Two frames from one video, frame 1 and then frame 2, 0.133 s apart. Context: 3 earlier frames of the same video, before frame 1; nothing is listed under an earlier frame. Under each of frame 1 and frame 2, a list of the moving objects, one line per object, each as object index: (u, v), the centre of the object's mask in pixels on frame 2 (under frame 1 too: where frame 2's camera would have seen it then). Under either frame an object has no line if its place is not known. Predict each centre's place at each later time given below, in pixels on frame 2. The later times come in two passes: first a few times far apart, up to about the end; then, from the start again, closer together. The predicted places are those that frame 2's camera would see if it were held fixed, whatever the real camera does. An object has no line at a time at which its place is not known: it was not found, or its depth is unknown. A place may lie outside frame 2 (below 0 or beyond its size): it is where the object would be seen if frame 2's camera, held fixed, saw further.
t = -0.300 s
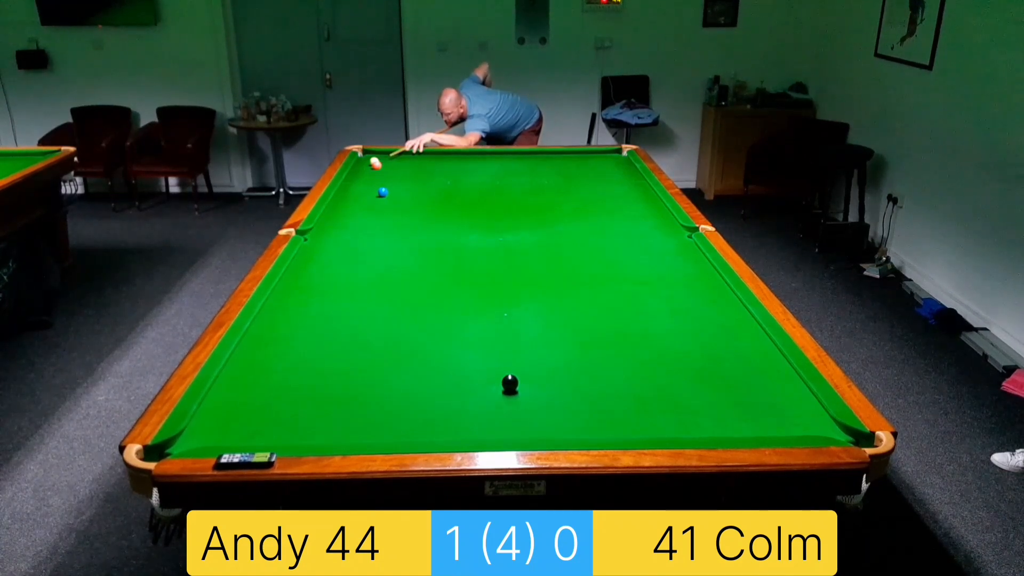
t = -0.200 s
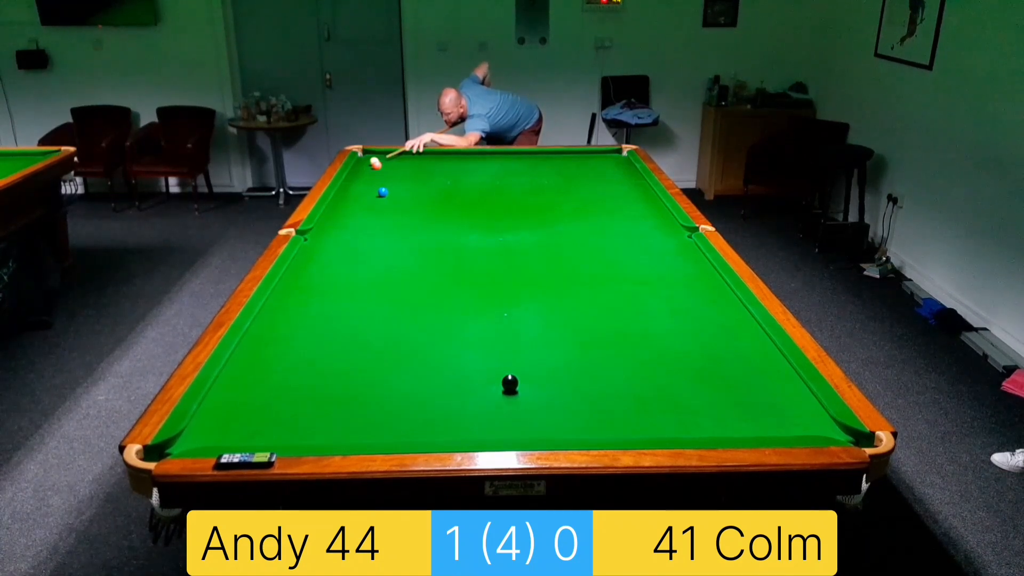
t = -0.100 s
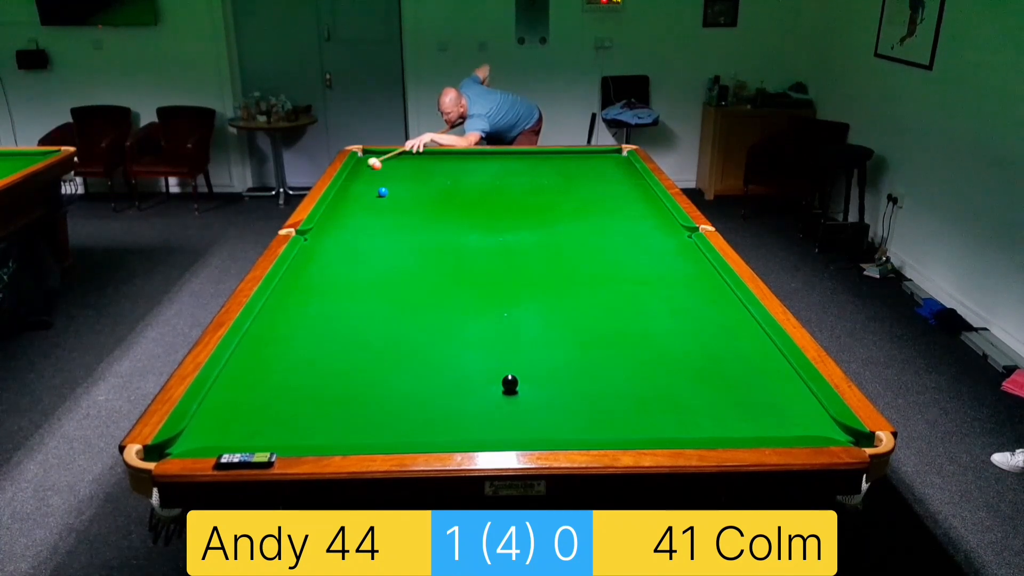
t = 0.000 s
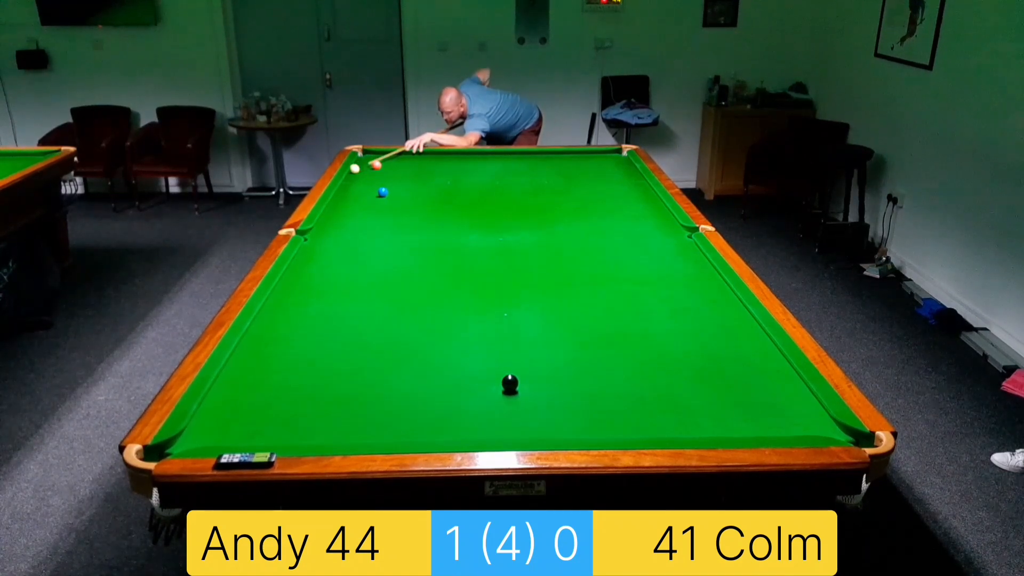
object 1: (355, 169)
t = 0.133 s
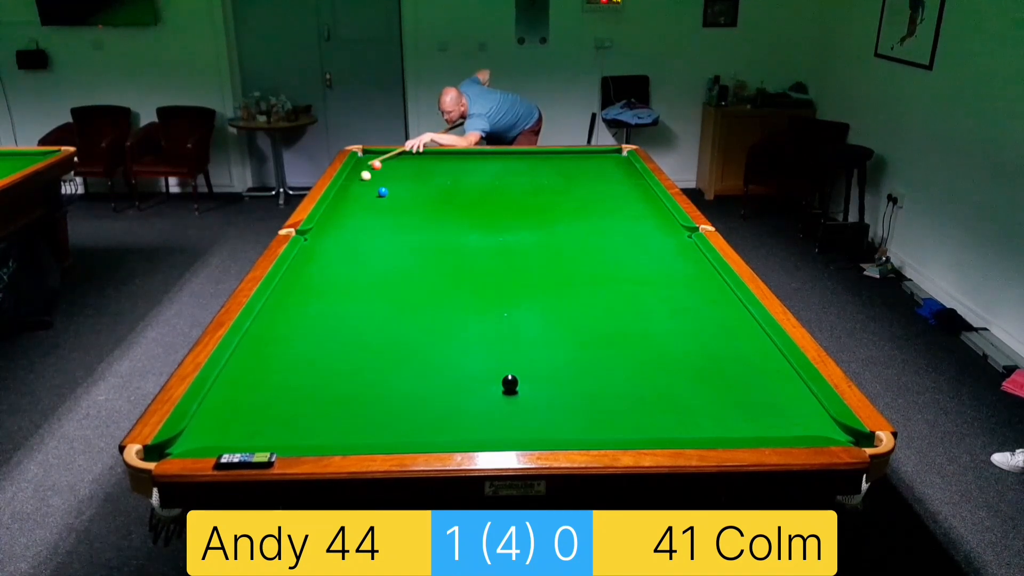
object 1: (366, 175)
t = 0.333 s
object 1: (379, 185)
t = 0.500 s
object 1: (396, 190)
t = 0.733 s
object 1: (421, 193)
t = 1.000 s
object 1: (449, 197)
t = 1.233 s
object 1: (473, 201)
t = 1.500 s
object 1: (501, 204)
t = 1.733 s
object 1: (524, 208)
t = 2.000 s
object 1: (551, 211)
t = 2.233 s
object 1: (575, 214)
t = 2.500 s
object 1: (601, 218)
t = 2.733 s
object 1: (624, 221)
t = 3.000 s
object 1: (649, 224)
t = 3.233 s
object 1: (671, 227)
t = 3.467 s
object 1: (692, 232)
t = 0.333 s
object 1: (379, 185)
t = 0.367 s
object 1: (382, 186)
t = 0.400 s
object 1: (386, 188)
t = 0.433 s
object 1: (389, 189)
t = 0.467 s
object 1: (393, 190)
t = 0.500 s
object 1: (396, 190)
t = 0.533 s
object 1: (399, 190)
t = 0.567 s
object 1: (403, 191)
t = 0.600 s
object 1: (407, 191)
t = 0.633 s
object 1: (410, 192)
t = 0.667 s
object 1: (414, 192)
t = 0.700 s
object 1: (417, 193)
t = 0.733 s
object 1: (421, 193)
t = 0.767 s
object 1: (424, 194)
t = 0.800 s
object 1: (428, 194)
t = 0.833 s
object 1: (431, 195)
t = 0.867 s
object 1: (434, 196)
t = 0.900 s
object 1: (438, 196)
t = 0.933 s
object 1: (442, 197)
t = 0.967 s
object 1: (445, 197)
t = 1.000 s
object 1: (449, 197)
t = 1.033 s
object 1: (452, 198)
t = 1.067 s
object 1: (456, 198)
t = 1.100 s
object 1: (459, 199)
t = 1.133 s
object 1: (462, 199)
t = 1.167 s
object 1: (466, 200)
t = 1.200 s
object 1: (469, 200)
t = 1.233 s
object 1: (473, 201)
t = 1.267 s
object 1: (476, 201)
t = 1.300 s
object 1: (480, 202)
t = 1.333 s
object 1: (483, 202)
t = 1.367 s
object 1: (487, 203)
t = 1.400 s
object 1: (490, 203)
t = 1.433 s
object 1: (493, 204)
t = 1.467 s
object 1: (497, 204)
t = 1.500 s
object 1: (501, 204)
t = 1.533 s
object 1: (504, 205)
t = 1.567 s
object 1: (507, 205)
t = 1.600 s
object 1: (510, 206)
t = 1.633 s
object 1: (514, 206)
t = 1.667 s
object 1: (517, 207)
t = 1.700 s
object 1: (521, 207)
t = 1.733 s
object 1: (524, 208)
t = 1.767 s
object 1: (528, 208)
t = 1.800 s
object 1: (531, 209)
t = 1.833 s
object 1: (534, 209)
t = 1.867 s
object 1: (538, 209)
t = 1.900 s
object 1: (541, 210)
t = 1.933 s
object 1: (545, 210)
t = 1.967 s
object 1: (548, 211)
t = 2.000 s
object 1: (551, 211)
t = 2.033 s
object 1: (554, 212)
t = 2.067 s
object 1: (558, 212)
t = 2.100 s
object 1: (561, 213)
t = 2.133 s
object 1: (564, 213)
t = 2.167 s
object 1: (568, 214)
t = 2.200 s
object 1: (571, 214)
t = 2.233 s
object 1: (575, 214)
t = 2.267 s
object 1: (578, 215)
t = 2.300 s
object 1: (581, 215)
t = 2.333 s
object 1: (585, 215)
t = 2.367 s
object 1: (588, 216)
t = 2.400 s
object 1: (591, 216)
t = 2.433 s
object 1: (594, 217)
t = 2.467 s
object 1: (598, 217)
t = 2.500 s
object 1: (601, 218)
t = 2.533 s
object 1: (604, 218)
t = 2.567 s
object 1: (608, 219)
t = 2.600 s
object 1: (610, 219)
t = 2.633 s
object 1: (614, 220)
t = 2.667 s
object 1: (617, 220)
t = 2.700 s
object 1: (621, 220)
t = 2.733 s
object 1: (624, 221)
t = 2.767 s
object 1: (627, 221)
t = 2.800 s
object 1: (630, 221)
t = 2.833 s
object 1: (633, 222)
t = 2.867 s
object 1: (637, 222)
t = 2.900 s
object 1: (640, 223)
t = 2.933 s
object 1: (643, 223)
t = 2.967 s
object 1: (646, 224)
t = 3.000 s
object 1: (649, 224)
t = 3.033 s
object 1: (652, 224)
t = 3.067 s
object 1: (655, 225)
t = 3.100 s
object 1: (659, 225)
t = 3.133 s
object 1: (662, 225)
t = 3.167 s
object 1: (665, 226)
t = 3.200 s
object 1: (668, 226)
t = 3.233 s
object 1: (671, 227)
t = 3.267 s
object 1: (674, 227)
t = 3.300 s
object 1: (677, 227)
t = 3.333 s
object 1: (680, 228)
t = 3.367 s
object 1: (683, 228)
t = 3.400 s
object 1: (687, 229)
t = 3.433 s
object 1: (689, 230)
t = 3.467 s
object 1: (692, 232)
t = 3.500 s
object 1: (692, 235)
